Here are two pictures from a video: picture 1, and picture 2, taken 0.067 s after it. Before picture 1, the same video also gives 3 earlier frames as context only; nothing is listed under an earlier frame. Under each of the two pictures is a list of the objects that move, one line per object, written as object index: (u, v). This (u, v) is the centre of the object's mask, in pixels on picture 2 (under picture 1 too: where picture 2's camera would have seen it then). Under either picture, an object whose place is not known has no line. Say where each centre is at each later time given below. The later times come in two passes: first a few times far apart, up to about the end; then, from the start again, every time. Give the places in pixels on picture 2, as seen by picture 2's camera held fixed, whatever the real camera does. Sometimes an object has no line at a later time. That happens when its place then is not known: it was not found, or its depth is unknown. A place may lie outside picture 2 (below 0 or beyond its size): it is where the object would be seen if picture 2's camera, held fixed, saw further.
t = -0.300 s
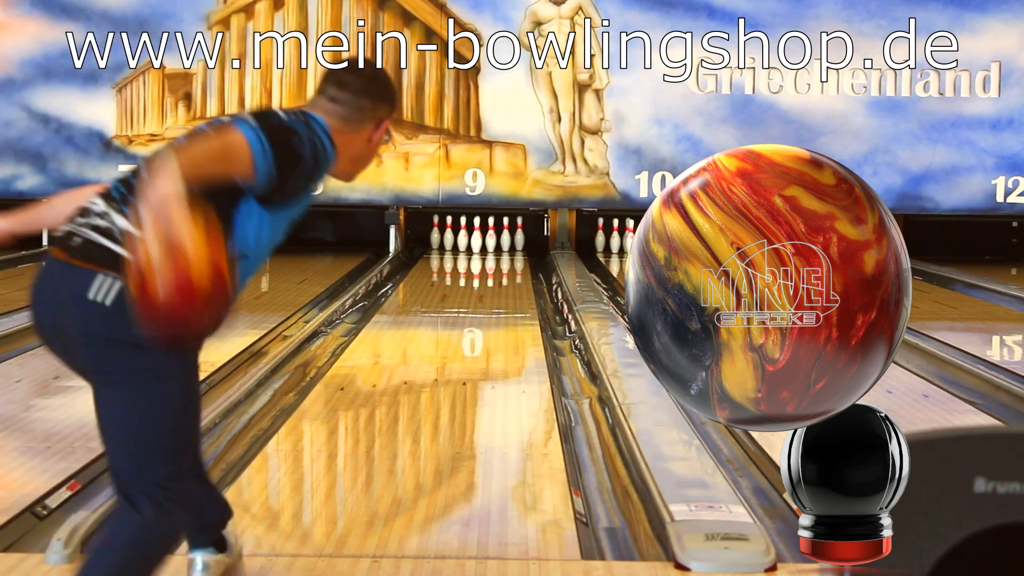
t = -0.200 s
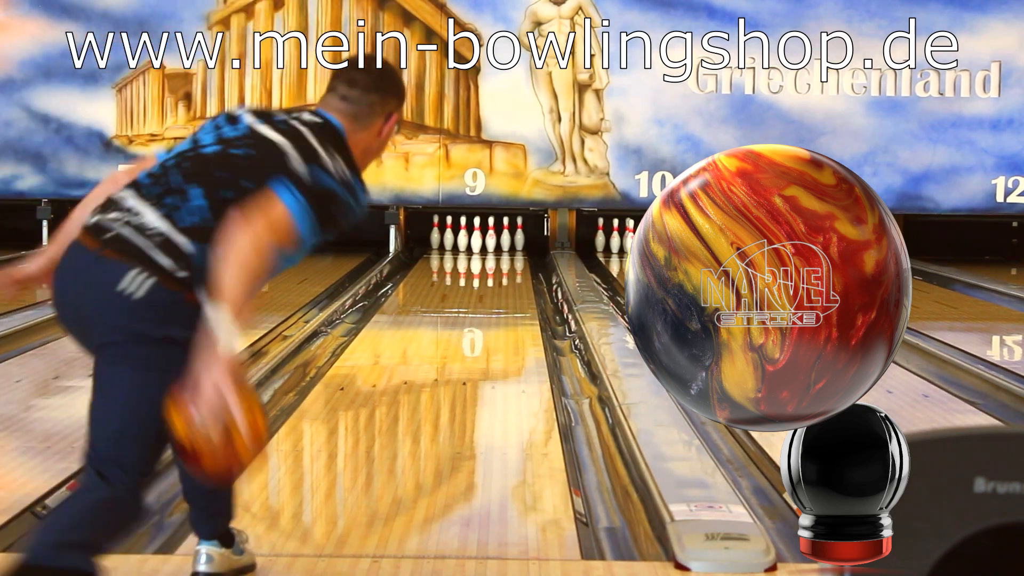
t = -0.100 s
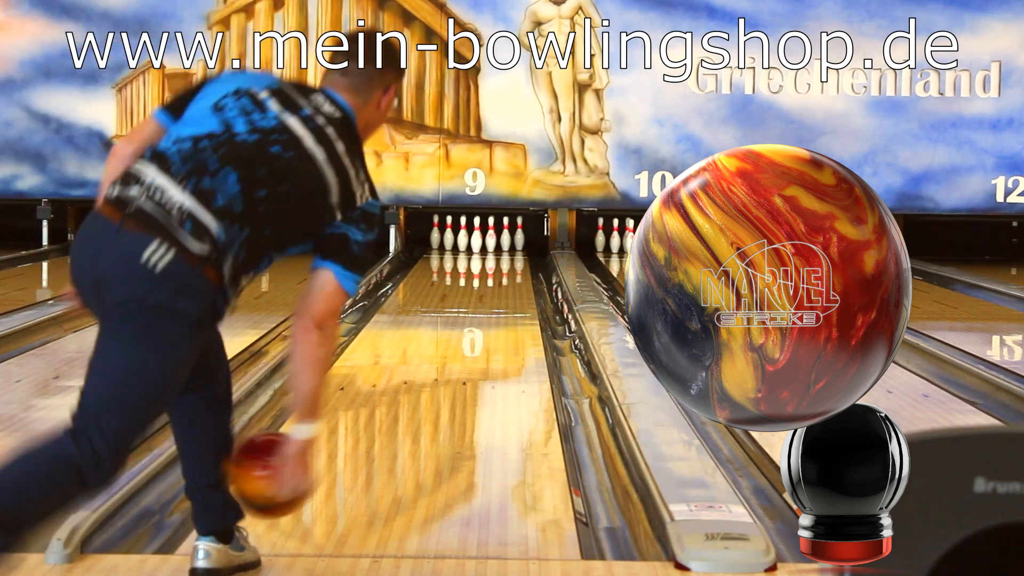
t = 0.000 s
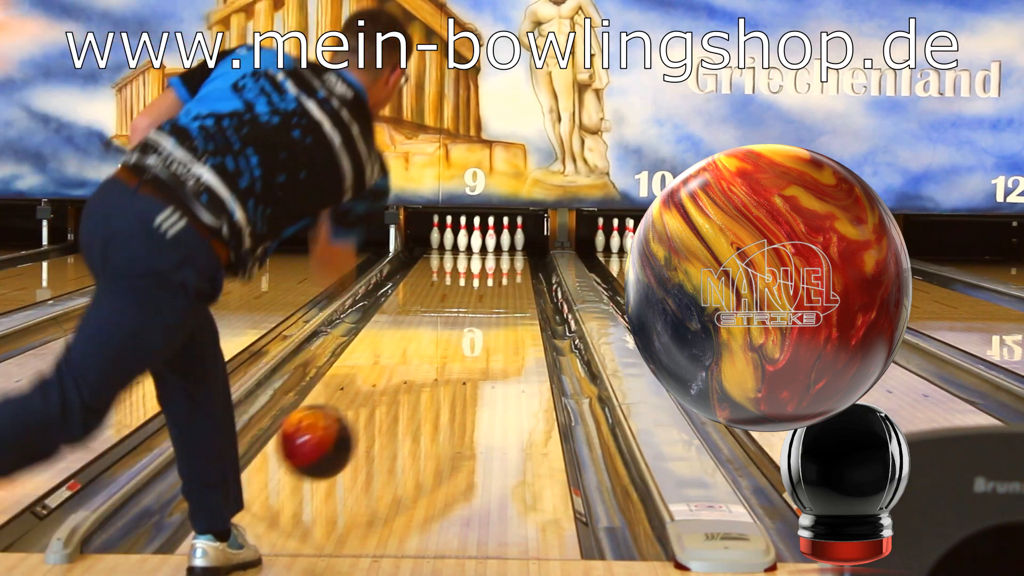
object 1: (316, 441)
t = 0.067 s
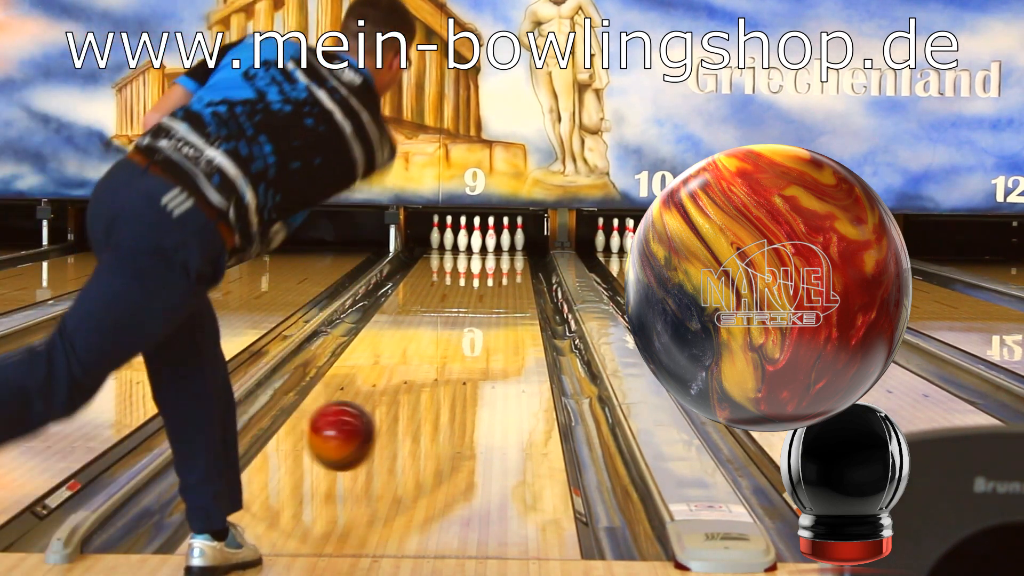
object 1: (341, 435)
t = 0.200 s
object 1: (380, 421)
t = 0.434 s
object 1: (428, 375)
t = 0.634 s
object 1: (456, 345)
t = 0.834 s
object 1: (476, 322)
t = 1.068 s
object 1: (493, 302)
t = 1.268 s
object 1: (502, 289)
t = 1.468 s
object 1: (508, 277)
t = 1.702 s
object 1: (512, 266)
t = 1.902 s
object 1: (510, 259)
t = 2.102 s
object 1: (501, 252)
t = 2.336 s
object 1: (488, 246)
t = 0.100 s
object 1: (351, 437)
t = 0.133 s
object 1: (361, 441)
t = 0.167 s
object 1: (371, 431)
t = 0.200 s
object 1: (380, 421)
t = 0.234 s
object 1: (388, 416)
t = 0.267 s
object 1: (396, 407)
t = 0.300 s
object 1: (403, 400)
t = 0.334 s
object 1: (409, 394)
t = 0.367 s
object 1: (416, 387)
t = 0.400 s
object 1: (422, 381)
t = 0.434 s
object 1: (428, 375)
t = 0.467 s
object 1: (433, 369)
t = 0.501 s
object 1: (438, 364)
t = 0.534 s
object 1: (443, 359)
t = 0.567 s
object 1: (447, 354)
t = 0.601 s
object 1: (452, 349)
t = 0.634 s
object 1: (456, 345)
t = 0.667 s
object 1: (460, 340)
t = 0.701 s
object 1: (463, 337)
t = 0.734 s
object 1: (467, 333)
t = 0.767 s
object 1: (470, 329)
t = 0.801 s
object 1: (473, 326)
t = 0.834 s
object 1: (476, 322)
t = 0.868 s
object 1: (479, 319)
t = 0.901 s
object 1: (481, 316)
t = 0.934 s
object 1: (484, 313)
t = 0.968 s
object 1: (486, 310)
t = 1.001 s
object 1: (488, 307)
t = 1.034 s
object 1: (490, 305)
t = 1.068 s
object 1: (493, 302)
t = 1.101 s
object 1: (494, 299)
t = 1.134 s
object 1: (496, 297)
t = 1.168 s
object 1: (498, 295)
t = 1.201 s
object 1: (499, 293)
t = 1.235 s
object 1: (501, 290)
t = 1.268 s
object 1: (502, 289)
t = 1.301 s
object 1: (503, 287)
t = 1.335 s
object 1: (505, 285)
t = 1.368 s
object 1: (506, 283)
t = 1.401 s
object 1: (507, 281)
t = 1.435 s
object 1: (508, 279)
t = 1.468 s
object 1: (508, 277)
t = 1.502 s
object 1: (509, 275)
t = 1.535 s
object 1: (510, 274)
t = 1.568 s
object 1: (510, 272)
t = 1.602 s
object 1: (511, 271)
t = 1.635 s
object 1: (511, 269)
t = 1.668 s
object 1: (511, 268)
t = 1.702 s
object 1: (512, 266)
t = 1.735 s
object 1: (511, 265)
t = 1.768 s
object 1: (511, 264)
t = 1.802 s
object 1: (511, 262)
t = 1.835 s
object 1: (511, 261)
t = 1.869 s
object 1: (510, 260)
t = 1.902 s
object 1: (510, 259)
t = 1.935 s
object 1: (508, 258)
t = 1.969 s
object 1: (508, 257)
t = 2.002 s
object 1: (506, 256)
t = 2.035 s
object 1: (505, 255)
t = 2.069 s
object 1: (503, 253)
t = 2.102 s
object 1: (501, 252)
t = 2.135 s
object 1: (499, 251)
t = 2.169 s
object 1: (497, 250)
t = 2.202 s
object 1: (495, 250)
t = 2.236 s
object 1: (493, 249)
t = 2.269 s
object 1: (490, 248)
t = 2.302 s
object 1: (489, 247)
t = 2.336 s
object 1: (488, 246)
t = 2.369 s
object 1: (485, 246)
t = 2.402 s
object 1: (483, 245)
